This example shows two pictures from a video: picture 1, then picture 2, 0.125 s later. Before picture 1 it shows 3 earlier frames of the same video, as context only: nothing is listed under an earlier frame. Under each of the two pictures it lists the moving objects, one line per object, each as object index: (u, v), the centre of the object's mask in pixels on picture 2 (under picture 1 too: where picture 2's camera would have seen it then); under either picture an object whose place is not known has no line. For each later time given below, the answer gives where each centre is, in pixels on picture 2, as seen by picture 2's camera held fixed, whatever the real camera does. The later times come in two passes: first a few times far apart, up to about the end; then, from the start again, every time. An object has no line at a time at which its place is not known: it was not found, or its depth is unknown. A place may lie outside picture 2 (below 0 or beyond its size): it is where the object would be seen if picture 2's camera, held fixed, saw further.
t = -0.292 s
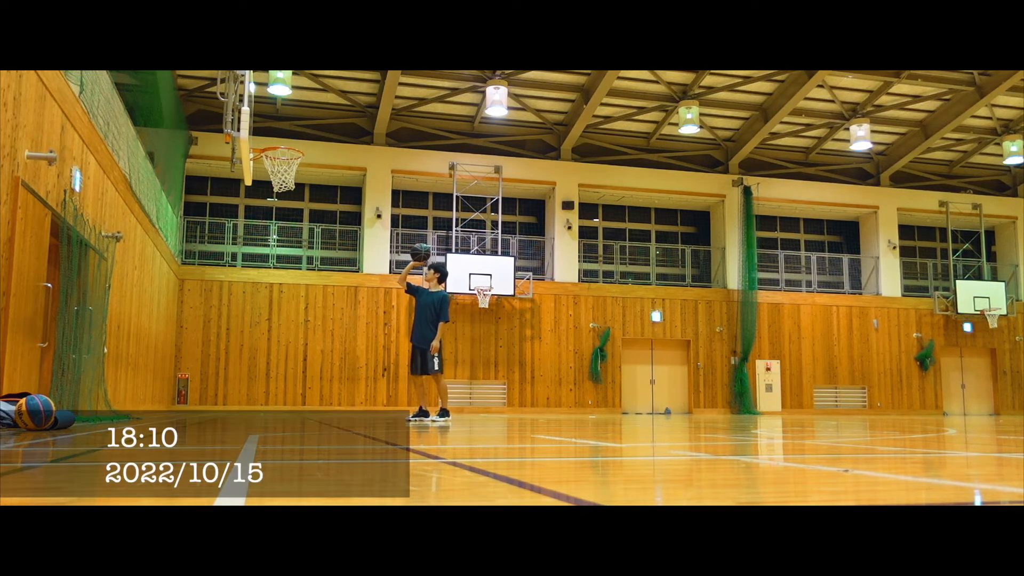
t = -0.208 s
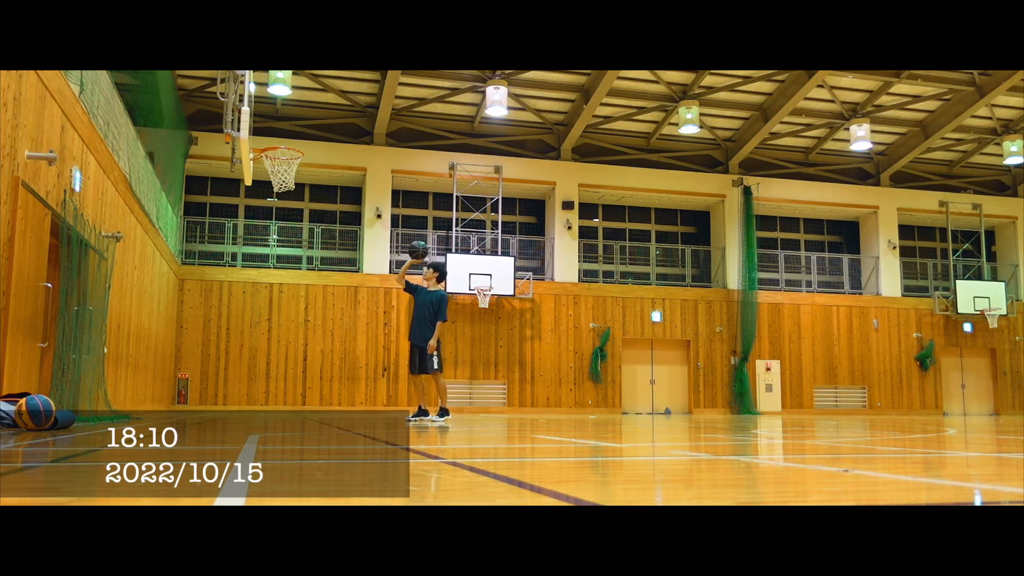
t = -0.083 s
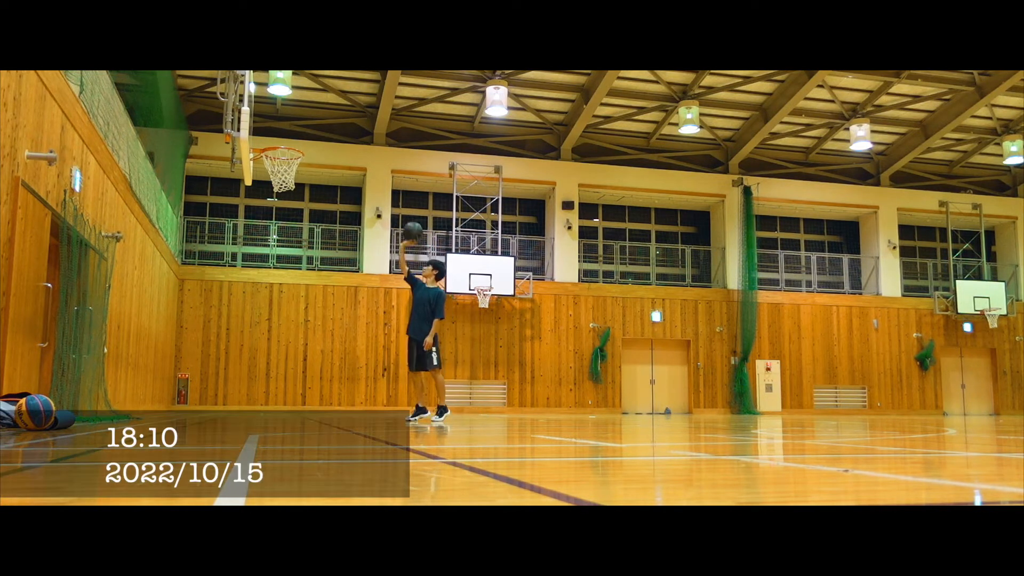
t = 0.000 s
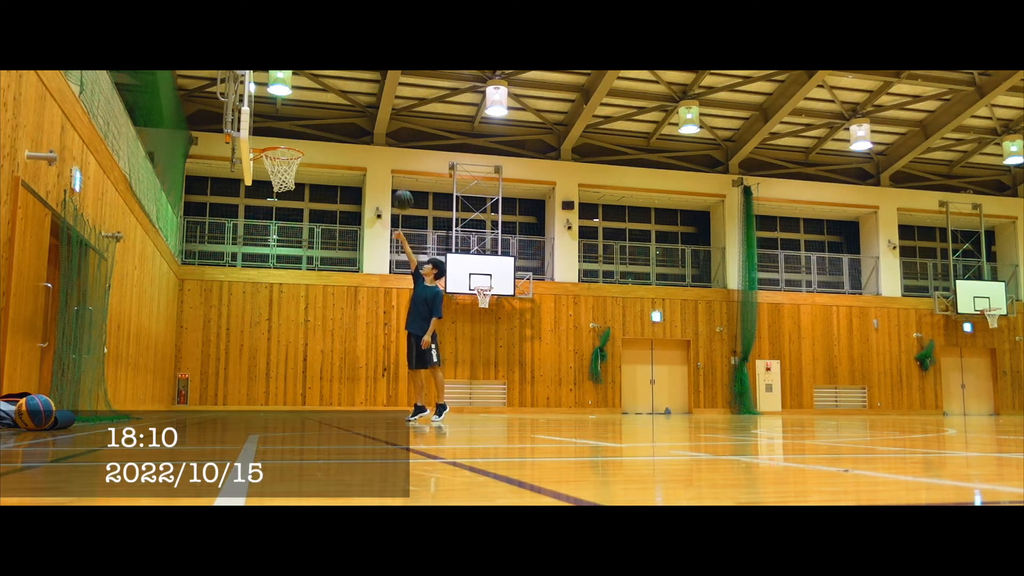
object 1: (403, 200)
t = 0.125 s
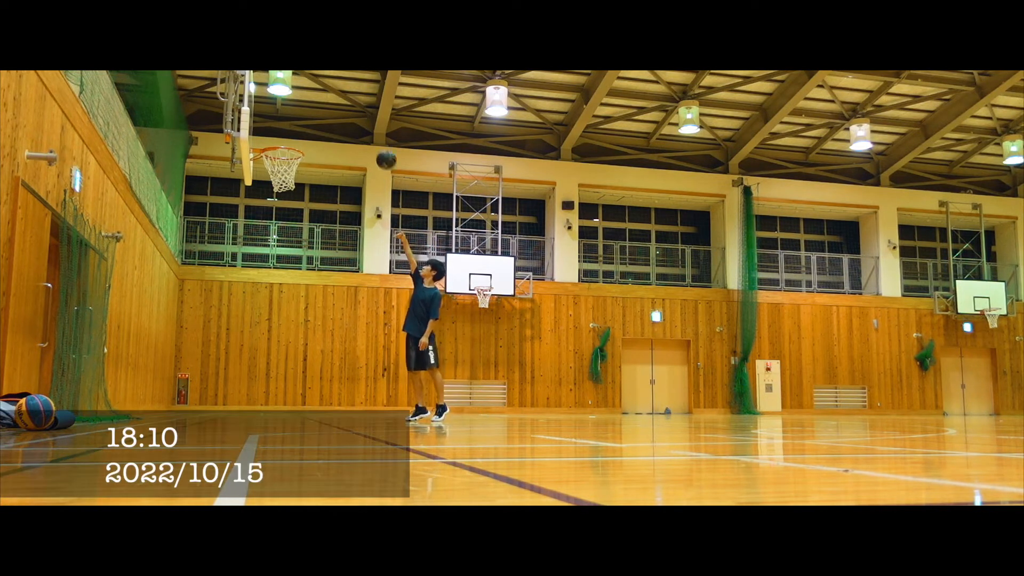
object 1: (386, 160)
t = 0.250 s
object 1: (370, 126)
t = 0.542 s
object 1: (328, 112)
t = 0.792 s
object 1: (292, 150)
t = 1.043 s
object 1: (281, 183)
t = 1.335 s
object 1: (295, 228)
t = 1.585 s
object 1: (303, 331)
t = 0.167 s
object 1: (380, 148)
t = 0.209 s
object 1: (375, 139)
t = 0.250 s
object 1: (370, 126)
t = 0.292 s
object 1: (364, 124)
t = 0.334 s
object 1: (358, 119)
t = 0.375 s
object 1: (352, 115)
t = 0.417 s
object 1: (346, 111)
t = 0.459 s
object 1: (340, 111)
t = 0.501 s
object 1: (334, 111)
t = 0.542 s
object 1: (328, 112)
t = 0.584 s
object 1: (322, 115)
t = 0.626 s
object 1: (317, 120)
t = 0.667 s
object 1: (310, 125)
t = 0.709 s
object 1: (304, 132)
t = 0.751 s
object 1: (299, 140)
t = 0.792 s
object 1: (292, 150)
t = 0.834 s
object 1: (287, 160)
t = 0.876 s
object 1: (280, 172)
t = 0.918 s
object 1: (278, 182)
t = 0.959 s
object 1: (279, 181)
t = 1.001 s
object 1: (278, 185)
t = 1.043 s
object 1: (281, 183)
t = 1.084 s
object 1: (283, 186)
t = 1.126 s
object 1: (286, 189)
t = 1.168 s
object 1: (288, 193)
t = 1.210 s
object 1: (289, 200)
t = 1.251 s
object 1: (291, 208)
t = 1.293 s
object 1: (293, 217)
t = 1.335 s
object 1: (295, 228)
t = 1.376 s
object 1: (297, 242)
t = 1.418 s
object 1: (298, 256)
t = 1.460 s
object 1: (299, 271)
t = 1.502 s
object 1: (301, 289)
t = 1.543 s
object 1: (302, 309)
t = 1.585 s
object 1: (303, 331)
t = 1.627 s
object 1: (304, 352)
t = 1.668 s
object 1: (305, 376)
